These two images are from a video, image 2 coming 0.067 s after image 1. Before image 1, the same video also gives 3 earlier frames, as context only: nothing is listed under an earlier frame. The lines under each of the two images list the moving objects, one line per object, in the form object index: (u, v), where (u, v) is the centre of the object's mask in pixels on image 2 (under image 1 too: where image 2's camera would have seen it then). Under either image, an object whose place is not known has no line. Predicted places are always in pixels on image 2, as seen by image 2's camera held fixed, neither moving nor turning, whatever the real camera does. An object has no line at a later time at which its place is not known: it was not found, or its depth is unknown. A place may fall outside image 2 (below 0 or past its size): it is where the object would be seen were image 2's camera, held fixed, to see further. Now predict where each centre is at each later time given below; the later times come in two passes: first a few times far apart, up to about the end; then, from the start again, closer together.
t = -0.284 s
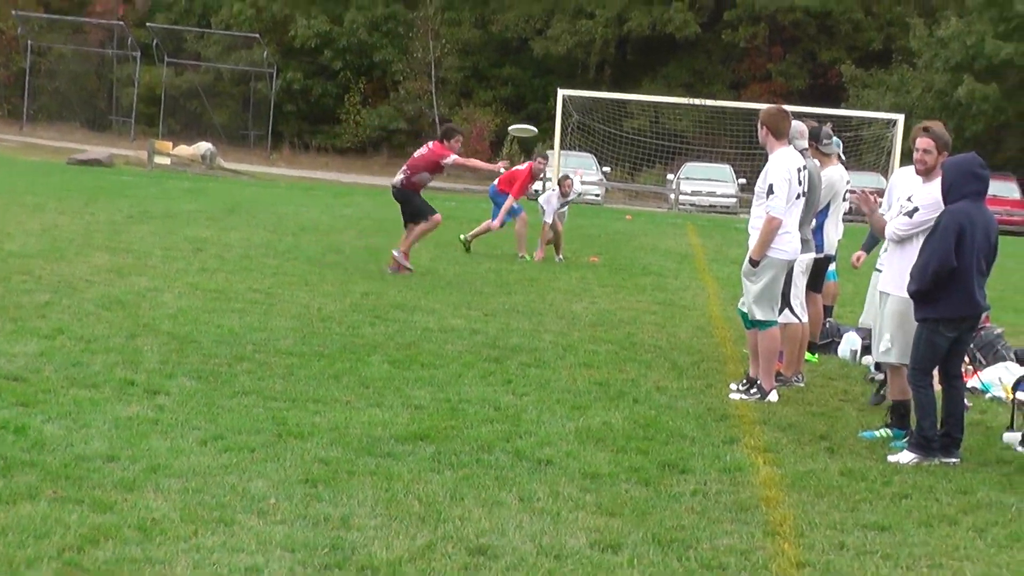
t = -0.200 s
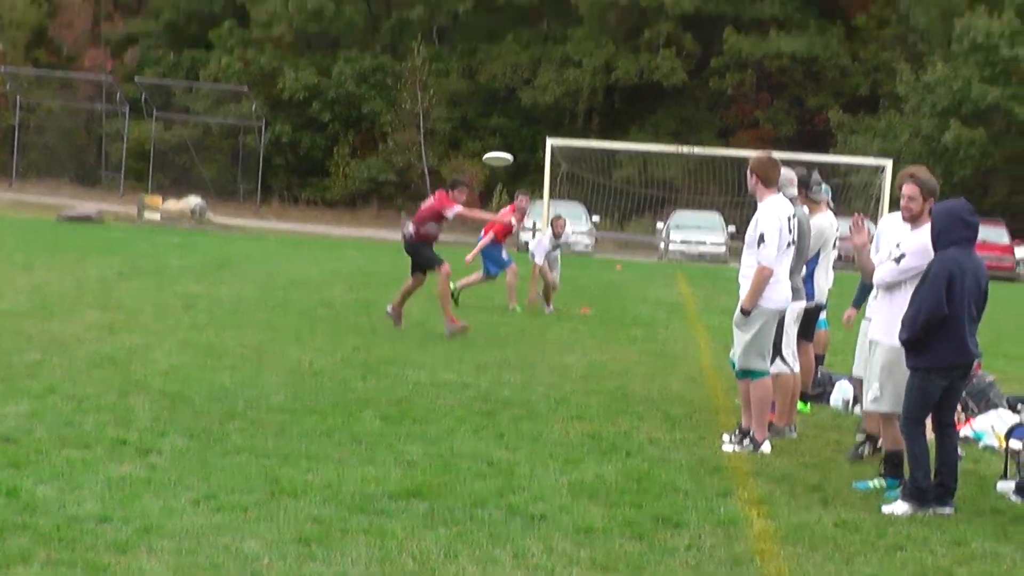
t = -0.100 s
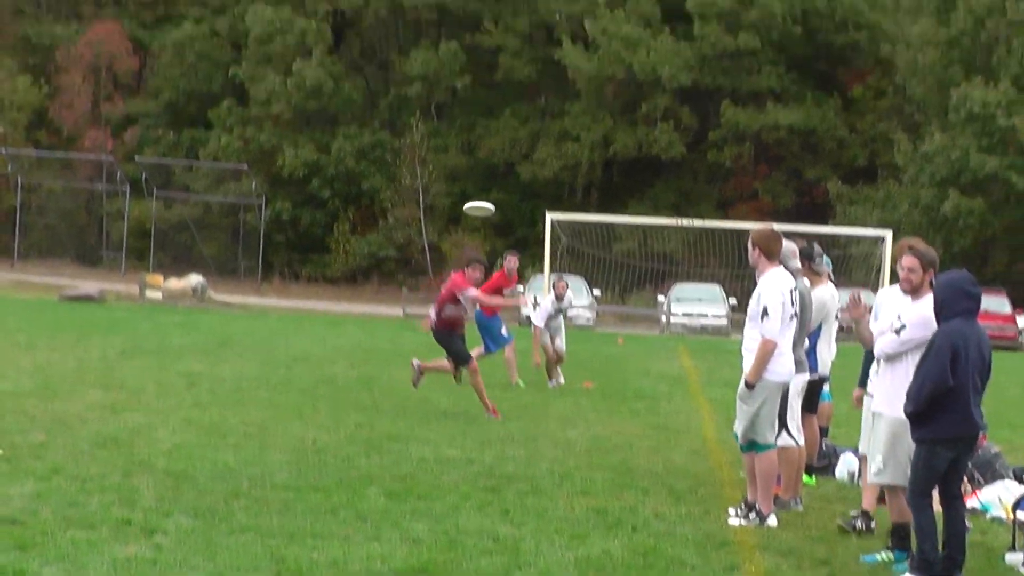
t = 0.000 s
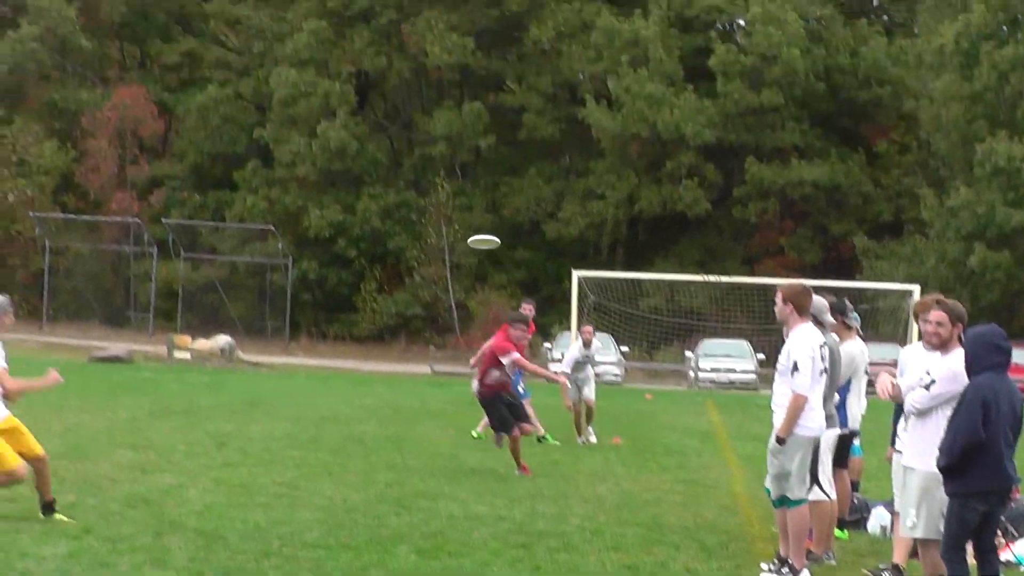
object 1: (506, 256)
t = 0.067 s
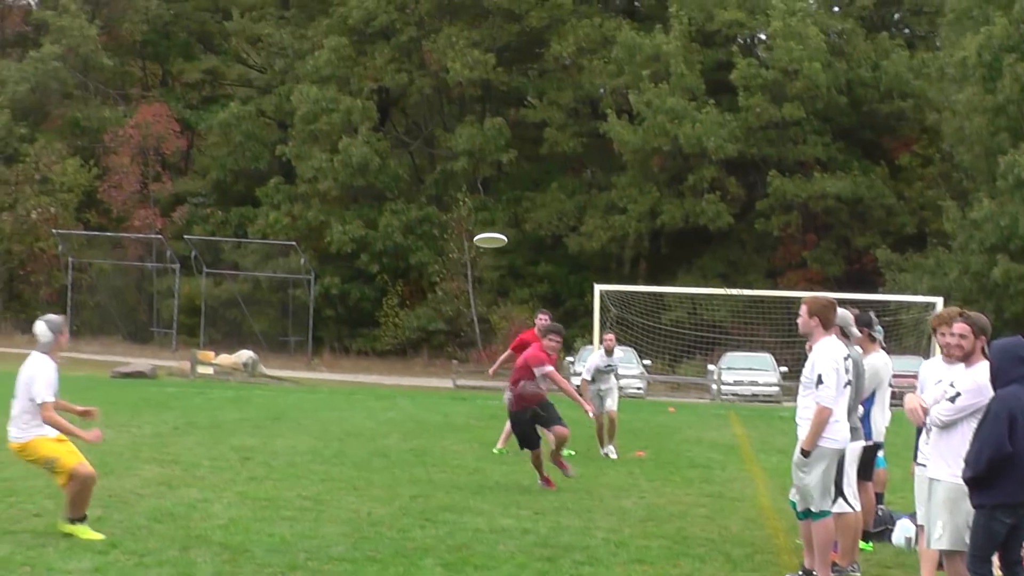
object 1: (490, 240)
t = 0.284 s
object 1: (431, 196)
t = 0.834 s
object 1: (203, 120)
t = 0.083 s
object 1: (486, 236)
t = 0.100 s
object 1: (482, 233)
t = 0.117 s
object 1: (478, 229)
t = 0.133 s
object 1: (474, 225)
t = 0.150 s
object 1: (470, 222)
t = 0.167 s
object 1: (465, 218)
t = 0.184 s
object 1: (460, 215)
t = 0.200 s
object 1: (456, 212)
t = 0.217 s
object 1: (451, 209)
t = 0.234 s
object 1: (446, 205)
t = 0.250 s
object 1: (442, 202)
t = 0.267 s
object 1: (437, 199)
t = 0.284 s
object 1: (431, 196)
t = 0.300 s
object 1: (425, 192)
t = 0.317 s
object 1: (419, 190)
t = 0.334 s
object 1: (414, 187)
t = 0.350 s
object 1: (410, 184)
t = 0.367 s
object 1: (405, 182)
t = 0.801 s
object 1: (220, 125)
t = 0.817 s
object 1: (211, 122)
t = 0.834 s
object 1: (203, 120)
